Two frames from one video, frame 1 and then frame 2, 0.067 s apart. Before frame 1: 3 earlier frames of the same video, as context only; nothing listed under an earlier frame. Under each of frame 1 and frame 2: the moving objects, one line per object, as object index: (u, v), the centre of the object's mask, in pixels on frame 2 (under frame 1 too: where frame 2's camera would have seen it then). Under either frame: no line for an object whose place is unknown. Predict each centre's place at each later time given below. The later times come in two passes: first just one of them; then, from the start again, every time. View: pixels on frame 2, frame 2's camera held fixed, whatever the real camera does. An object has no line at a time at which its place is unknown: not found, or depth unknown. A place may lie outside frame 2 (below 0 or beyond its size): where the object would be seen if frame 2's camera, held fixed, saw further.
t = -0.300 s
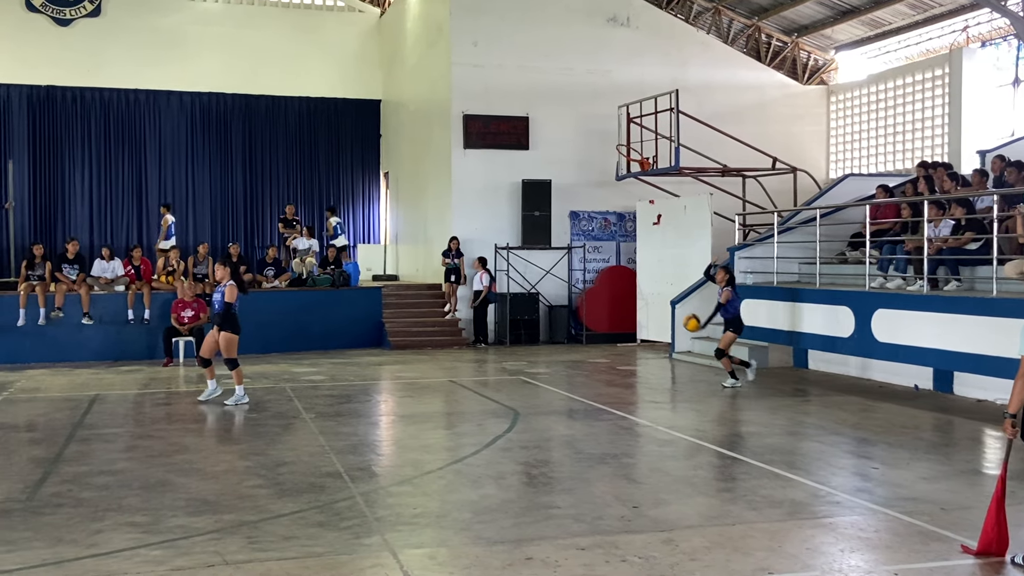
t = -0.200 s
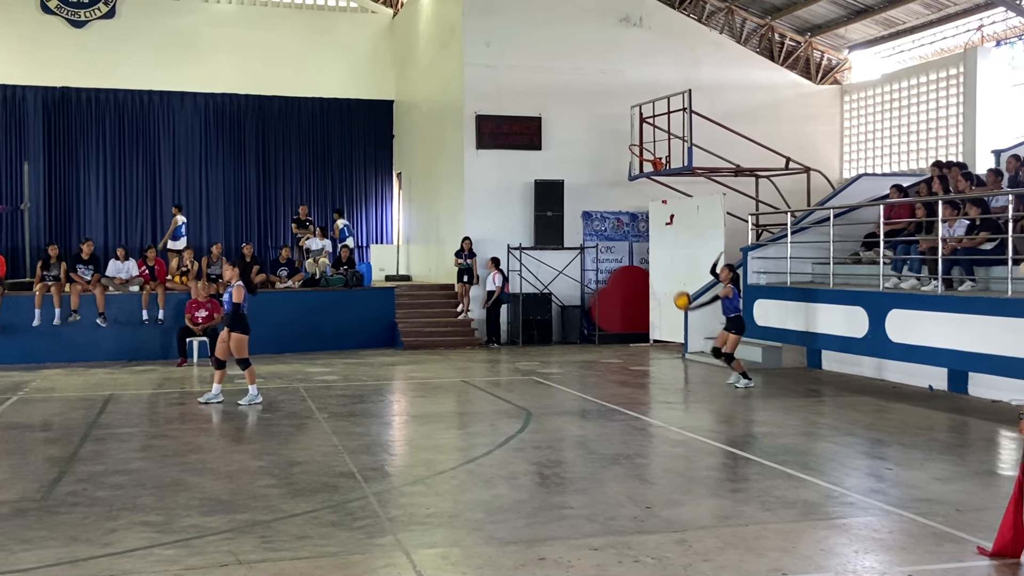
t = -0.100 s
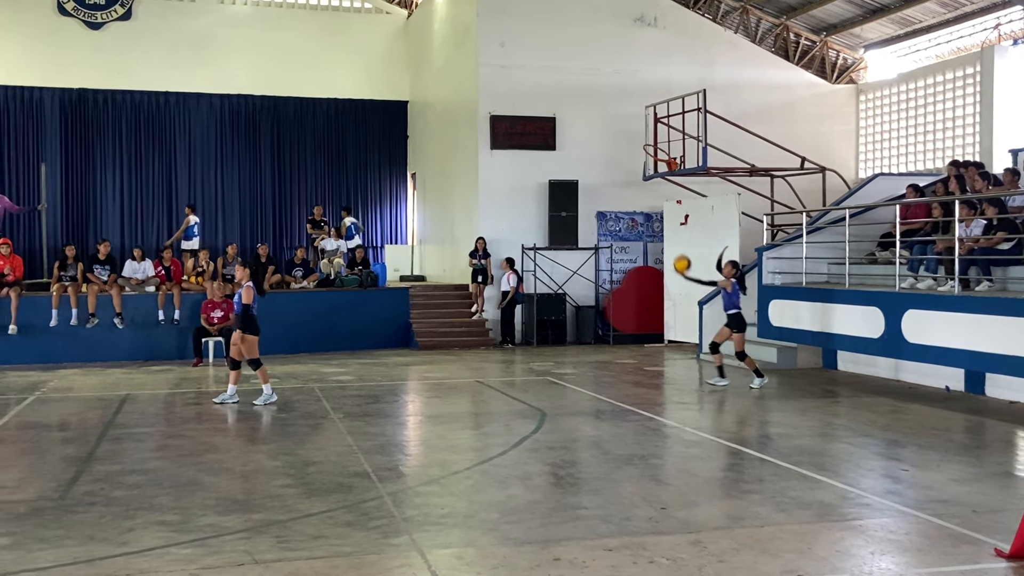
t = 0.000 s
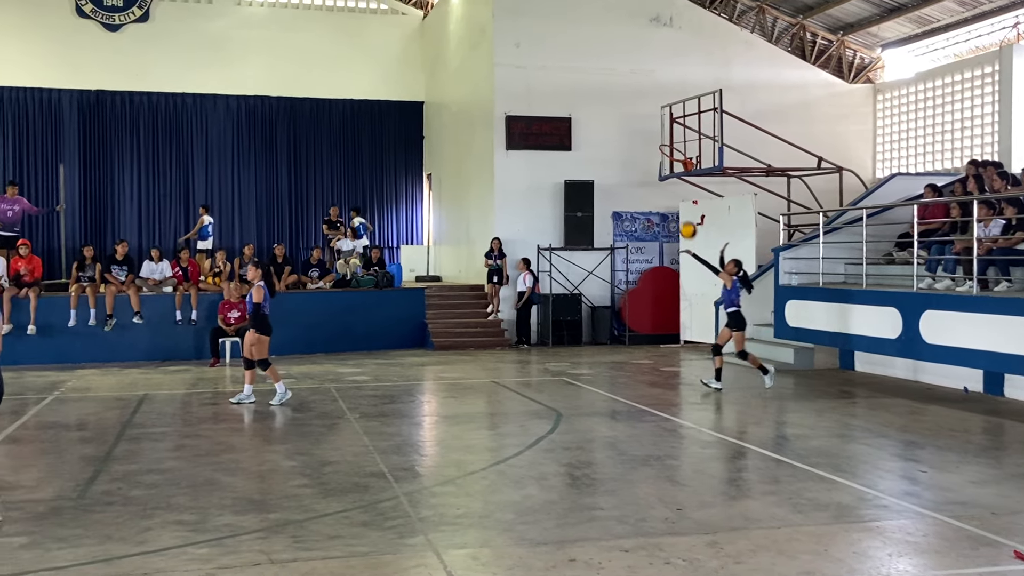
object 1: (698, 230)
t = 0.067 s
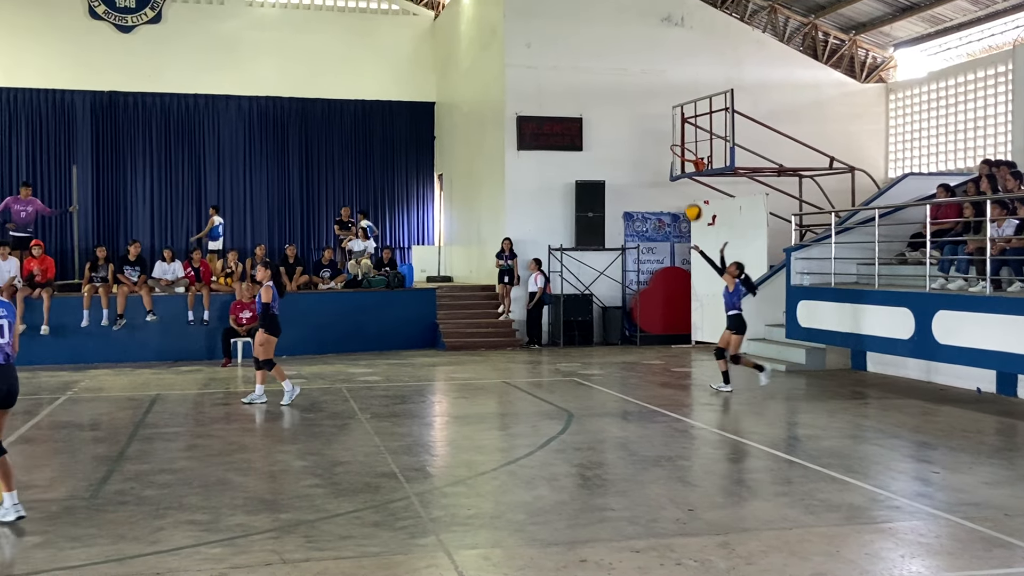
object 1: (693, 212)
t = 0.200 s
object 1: (683, 187)
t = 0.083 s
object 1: (692, 208)
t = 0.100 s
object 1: (690, 204)
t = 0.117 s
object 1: (689, 201)
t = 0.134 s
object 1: (688, 197)
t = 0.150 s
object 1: (686, 194)
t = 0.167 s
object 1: (685, 192)
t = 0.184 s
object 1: (684, 189)
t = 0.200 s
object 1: (683, 187)
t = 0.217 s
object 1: (682, 185)
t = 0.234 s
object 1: (681, 183)
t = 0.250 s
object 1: (679, 181)
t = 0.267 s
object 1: (678, 180)
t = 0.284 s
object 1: (677, 179)
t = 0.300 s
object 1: (676, 178)
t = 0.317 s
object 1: (676, 177)
